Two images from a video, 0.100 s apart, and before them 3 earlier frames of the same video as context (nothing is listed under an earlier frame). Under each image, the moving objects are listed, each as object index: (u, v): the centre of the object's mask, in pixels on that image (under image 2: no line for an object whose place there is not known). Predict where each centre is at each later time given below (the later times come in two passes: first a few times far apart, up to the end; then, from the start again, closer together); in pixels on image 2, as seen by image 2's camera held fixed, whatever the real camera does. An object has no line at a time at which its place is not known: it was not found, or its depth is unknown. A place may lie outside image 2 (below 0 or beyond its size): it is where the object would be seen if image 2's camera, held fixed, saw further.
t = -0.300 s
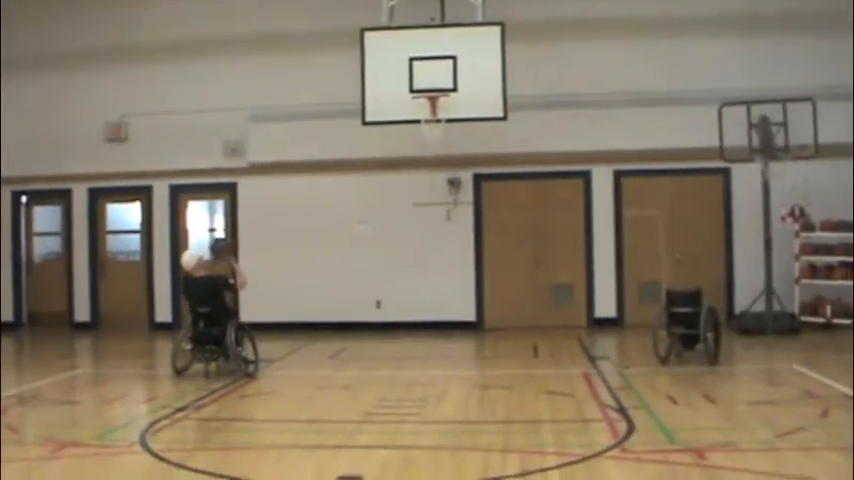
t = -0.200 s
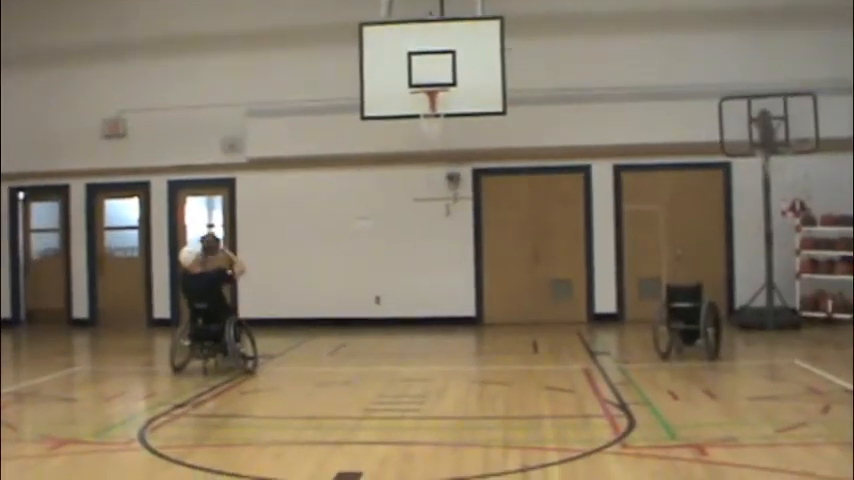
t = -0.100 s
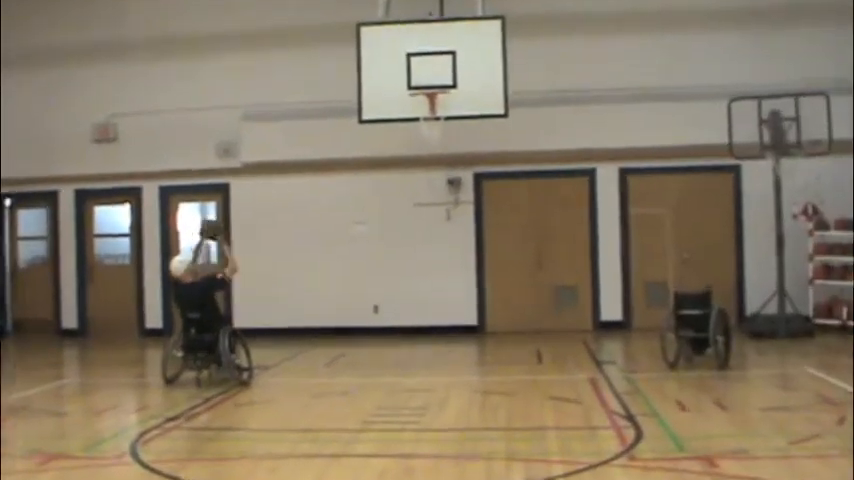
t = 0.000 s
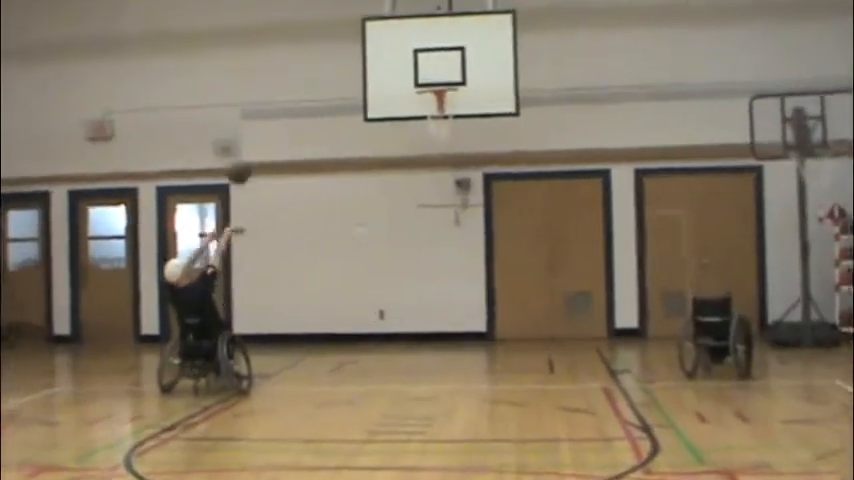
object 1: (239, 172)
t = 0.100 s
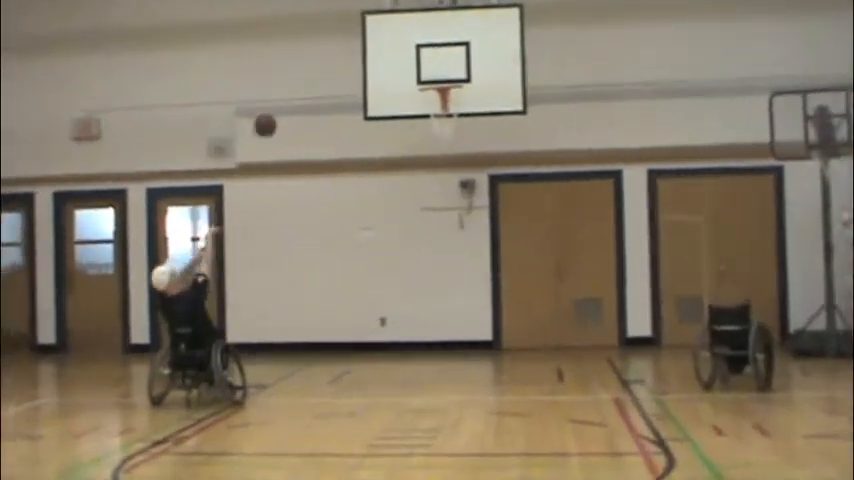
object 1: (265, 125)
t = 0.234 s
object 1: (304, 78)
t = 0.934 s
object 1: (452, 116)
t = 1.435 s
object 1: (524, 357)
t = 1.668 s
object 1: (538, 246)
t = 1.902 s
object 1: (550, 189)
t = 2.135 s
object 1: (568, 198)
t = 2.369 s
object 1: (587, 273)
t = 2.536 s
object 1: (604, 373)
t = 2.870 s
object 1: (625, 295)
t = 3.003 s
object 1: (632, 274)
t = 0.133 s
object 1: (274, 111)
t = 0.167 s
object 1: (285, 99)
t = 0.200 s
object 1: (294, 88)
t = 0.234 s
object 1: (304, 78)
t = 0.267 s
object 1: (313, 69)
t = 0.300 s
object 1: (323, 62)
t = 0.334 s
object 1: (332, 56)
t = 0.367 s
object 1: (342, 52)
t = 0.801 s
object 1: (436, 80)
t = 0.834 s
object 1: (440, 88)
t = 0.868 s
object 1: (443, 95)
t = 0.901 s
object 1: (448, 104)
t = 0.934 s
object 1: (452, 116)
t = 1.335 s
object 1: (514, 344)
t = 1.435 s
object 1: (524, 357)
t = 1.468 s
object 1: (528, 338)
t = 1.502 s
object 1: (529, 320)
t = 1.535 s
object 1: (530, 302)
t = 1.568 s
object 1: (532, 286)
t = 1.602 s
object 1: (534, 271)
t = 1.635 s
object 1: (534, 259)
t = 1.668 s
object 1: (538, 246)
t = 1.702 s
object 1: (539, 235)
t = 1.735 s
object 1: (540, 225)
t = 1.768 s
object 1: (543, 215)
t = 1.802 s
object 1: (544, 207)
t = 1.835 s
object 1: (545, 201)
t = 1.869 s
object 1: (550, 192)
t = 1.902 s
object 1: (550, 189)
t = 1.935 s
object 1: (553, 186)
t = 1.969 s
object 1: (555, 184)
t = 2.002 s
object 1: (557, 184)
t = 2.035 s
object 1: (560, 185)
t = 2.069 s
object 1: (562, 187)
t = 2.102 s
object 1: (566, 190)
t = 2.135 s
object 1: (568, 198)
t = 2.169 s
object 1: (570, 204)
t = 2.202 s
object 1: (573, 210)
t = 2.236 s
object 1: (576, 220)
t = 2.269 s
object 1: (580, 232)
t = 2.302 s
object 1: (581, 243)
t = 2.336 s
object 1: (583, 258)
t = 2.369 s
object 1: (587, 273)
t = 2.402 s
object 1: (590, 291)
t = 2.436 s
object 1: (594, 311)
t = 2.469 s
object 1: (598, 331)
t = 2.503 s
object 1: (601, 351)
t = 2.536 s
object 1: (604, 373)
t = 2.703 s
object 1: (613, 358)
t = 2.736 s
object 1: (618, 341)
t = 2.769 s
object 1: (619, 328)
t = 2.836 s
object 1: (622, 304)
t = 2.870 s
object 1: (625, 295)
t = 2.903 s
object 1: (627, 288)
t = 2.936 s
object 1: (629, 282)
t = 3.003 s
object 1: (632, 274)
